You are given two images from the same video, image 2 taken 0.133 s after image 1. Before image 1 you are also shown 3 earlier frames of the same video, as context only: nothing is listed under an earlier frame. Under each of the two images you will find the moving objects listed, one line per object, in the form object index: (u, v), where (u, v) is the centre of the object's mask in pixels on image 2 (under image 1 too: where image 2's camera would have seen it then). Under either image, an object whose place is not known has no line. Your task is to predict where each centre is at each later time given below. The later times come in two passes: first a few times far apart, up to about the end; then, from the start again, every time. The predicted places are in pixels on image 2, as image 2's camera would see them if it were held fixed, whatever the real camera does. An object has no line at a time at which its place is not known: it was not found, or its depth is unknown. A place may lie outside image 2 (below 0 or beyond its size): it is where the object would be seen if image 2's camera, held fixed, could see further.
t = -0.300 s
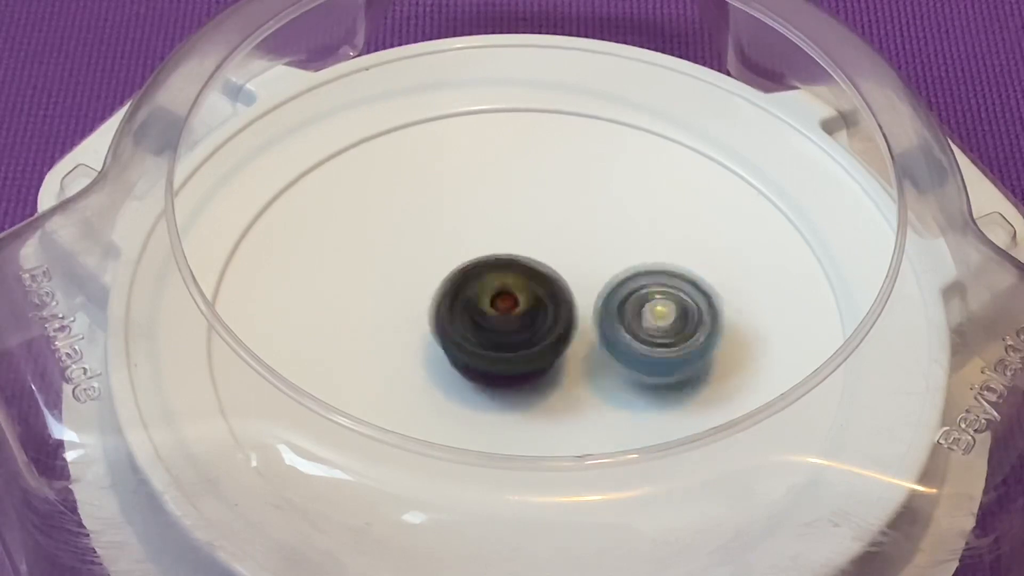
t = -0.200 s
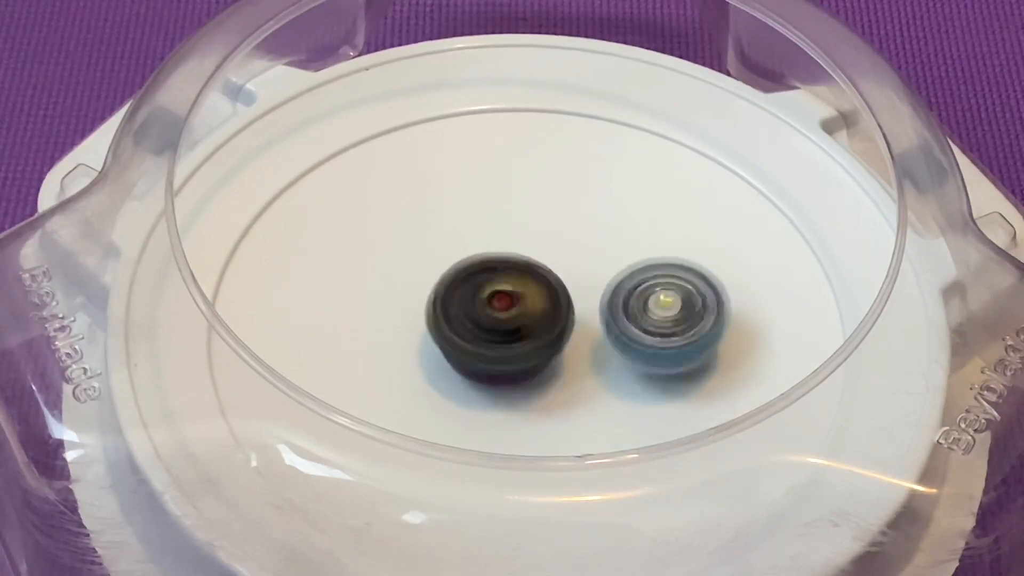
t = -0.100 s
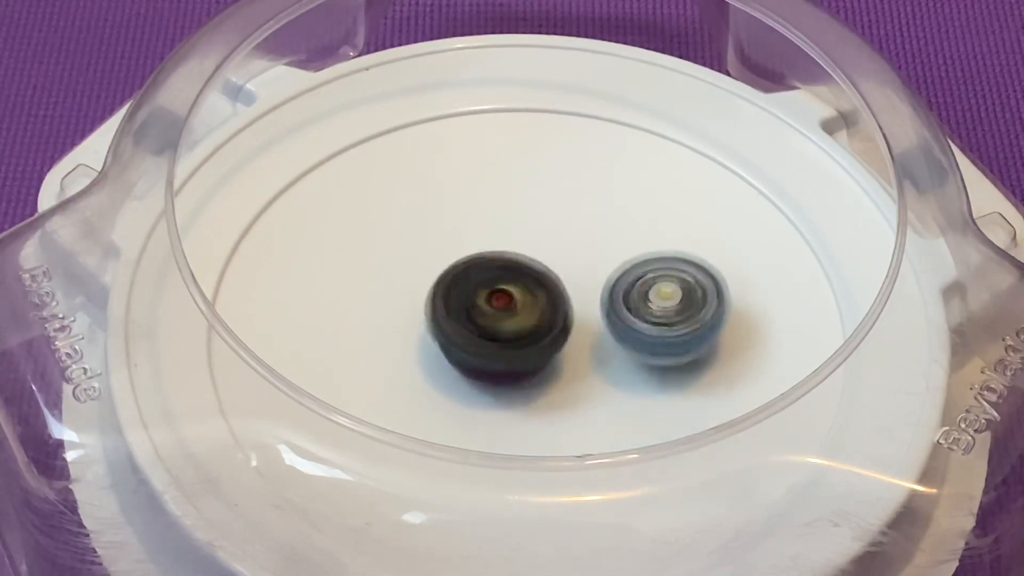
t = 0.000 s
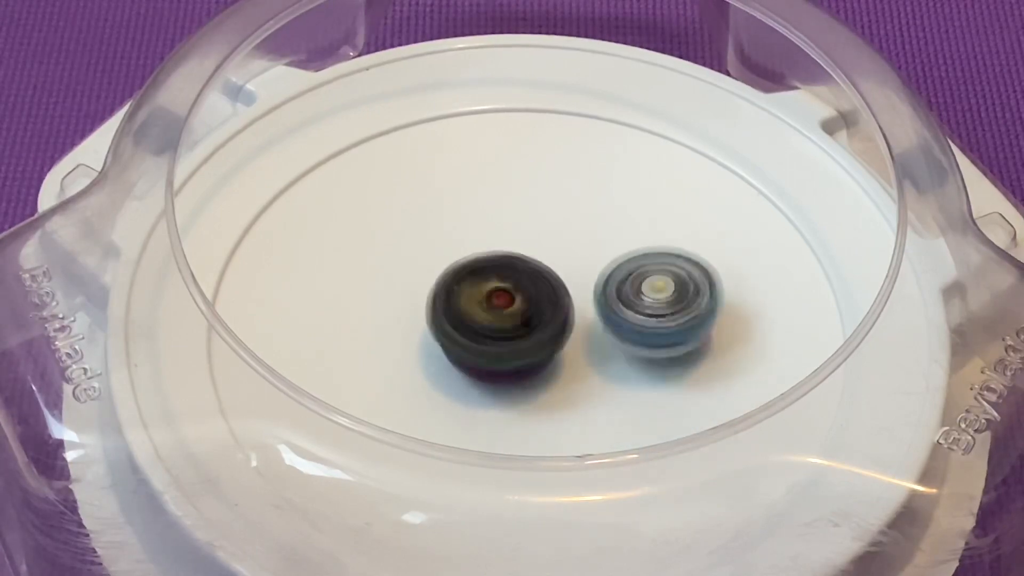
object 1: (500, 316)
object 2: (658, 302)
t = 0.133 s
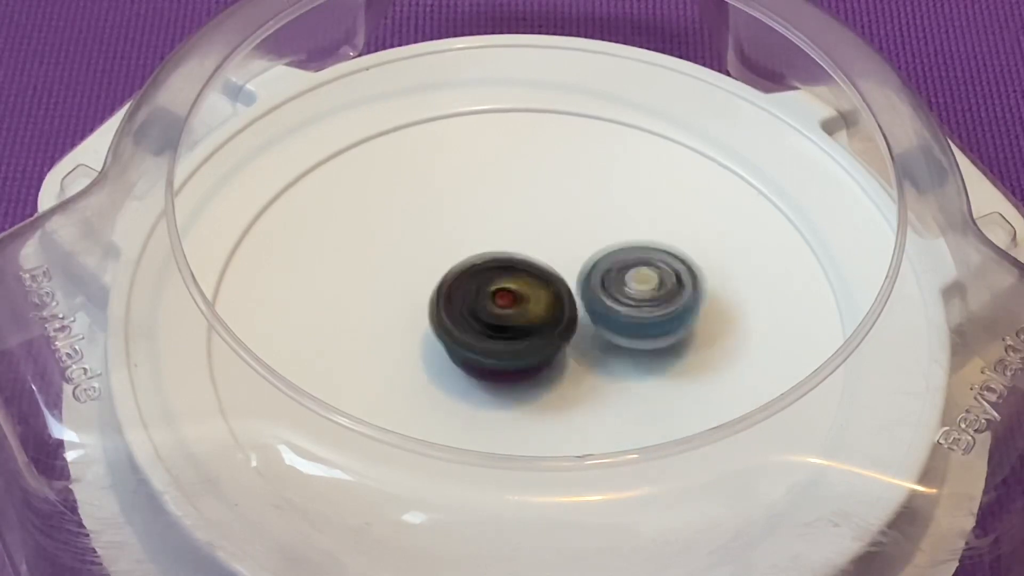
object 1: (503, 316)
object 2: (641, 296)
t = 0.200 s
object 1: (498, 318)
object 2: (646, 289)
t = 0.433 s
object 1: (504, 323)
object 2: (622, 269)
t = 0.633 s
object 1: (507, 329)
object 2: (611, 252)
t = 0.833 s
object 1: (511, 336)
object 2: (603, 236)
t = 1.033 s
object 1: (522, 337)
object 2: (588, 236)
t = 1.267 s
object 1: (525, 349)
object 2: (571, 219)
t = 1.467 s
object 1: (529, 347)
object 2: (546, 223)
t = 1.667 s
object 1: (528, 342)
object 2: (517, 229)
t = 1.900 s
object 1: (527, 343)
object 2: (497, 226)
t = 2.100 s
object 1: (526, 343)
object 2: (487, 232)
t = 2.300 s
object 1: (532, 349)
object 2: (480, 240)
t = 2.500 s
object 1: (538, 349)
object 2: (465, 252)
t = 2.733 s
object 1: (546, 343)
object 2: (449, 256)
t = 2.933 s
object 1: (555, 339)
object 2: (438, 259)
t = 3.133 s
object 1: (553, 333)
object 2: (434, 267)
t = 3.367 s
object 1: (560, 333)
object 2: (410, 269)
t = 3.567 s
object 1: (552, 332)
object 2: (414, 290)
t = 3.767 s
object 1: (555, 334)
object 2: (396, 299)
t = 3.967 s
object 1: (555, 334)
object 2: (396, 311)
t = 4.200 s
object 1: (553, 334)
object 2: (404, 327)
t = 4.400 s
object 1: (556, 331)
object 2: (400, 332)
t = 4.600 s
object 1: (553, 326)
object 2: (410, 336)
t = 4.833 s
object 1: (553, 321)
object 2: (413, 345)
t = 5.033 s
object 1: (552, 313)
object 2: (408, 349)
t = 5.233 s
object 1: (550, 311)
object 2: (420, 350)
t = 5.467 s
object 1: (552, 305)
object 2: (419, 358)
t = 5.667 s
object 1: (549, 310)
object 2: (436, 371)
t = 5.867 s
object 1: (550, 306)
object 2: (441, 380)
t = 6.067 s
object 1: (550, 302)
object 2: (448, 382)
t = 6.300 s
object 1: (547, 299)
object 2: (455, 386)
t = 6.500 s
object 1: (551, 299)
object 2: (465, 386)
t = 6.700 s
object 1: (553, 298)
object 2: (467, 387)
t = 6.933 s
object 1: (552, 294)
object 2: (472, 388)
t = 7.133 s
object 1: (552, 294)
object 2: (478, 392)
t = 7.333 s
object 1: (548, 296)
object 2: (481, 397)
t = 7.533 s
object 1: (548, 295)
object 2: (497, 396)
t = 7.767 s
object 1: (549, 293)
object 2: (505, 396)
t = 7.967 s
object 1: (543, 291)
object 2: (501, 414)
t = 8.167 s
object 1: (552, 297)
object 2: (512, 406)
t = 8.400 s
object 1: (540, 280)
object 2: (521, 391)
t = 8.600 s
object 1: (533, 282)
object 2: (518, 396)
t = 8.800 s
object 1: (519, 287)
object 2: (501, 400)
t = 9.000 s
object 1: (522, 281)
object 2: (514, 385)
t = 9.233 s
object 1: (544, 271)
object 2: (530, 386)
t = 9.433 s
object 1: (554, 270)
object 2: (532, 377)
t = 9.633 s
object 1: (553, 273)
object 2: (511, 379)
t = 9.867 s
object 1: (531, 282)
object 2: (504, 391)
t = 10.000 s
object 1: (530, 282)
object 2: (510, 392)
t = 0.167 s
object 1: (498, 317)
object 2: (645, 291)
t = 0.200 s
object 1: (498, 318)
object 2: (646, 289)
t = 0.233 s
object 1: (498, 318)
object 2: (643, 286)
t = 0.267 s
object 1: (499, 319)
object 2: (637, 283)
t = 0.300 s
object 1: (499, 320)
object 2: (636, 279)
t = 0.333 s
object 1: (501, 321)
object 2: (633, 277)
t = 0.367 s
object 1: (501, 321)
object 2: (627, 274)
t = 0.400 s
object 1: (503, 322)
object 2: (623, 271)
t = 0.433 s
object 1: (504, 323)
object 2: (622, 269)
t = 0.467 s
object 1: (503, 323)
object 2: (621, 266)
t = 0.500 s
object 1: (503, 325)
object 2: (621, 263)
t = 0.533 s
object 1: (504, 326)
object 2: (618, 260)
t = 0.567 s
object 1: (504, 327)
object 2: (616, 257)
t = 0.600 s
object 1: (506, 328)
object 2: (614, 254)
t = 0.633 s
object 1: (507, 329)
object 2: (611, 252)
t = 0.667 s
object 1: (509, 329)
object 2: (609, 250)
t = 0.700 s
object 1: (510, 329)
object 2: (605, 248)
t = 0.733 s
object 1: (511, 330)
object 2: (603, 245)
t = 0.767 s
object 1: (509, 334)
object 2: (608, 241)
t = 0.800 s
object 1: (511, 335)
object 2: (606, 240)
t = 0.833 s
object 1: (511, 336)
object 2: (603, 236)
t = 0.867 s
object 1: (513, 337)
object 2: (603, 234)
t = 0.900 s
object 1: (515, 338)
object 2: (600, 234)
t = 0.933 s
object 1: (517, 337)
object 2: (597, 233)
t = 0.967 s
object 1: (518, 337)
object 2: (594, 233)
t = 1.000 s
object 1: (520, 337)
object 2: (591, 235)
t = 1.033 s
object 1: (522, 337)
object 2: (588, 236)
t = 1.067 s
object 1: (523, 337)
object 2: (583, 237)
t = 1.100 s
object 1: (525, 337)
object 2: (579, 236)
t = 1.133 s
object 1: (525, 344)
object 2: (582, 227)
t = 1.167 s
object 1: (525, 347)
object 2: (582, 221)
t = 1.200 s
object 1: (525, 349)
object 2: (582, 221)
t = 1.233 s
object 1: (526, 349)
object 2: (576, 220)
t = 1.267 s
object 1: (525, 349)
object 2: (571, 219)
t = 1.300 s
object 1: (526, 349)
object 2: (568, 218)
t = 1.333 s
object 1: (527, 349)
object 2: (564, 218)
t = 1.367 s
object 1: (528, 349)
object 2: (559, 219)
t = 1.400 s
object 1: (528, 349)
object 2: (555, 219)
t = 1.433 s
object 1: (529, 348)
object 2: (550, 221)
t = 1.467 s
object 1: (529, 347)
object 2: (546, 223)
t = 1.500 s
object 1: (529, 346)
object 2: (540, 224)
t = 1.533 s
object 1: (530, 345)
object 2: (536, 227)
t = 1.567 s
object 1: (529, 344)
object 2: (531, 227)
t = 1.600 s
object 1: (530, 342)
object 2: (525, 230)
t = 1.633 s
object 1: (528, 341)
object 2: (520, 231)
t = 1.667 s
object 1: (528, 342)
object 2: (517, 229)
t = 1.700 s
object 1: (529, 340)
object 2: (513, 230)
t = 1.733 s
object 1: (528, 341)
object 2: (511, 230)
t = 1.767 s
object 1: (528, 343)
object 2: (510, 228)
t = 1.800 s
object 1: (528, 342)
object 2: (507, 229)
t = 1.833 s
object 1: (527, 342)
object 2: (502, 228)
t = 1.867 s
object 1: (527, 343)
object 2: (499, 228)
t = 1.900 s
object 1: (527, 343)
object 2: (497, 226)
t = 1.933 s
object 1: (527, 343)
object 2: (494, 226)
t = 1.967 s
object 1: (526, 343)
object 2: (494, 225)
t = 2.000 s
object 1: (526, 343)
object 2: (491, 226)
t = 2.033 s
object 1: (526, 343)
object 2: (490, 227)
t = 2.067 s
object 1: (527, 343)
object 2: (489, 230)
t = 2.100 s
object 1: (526, 343)
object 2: (487, 232)
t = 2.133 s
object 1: (526, 343)
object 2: (487, 234)
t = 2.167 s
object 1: (529, 346)
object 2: (486, 233)
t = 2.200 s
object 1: (531, 348)
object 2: (488, 233)
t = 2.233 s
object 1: (531, 348)
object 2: (485, 235)
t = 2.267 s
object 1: (530, 348)
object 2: (481, 238)
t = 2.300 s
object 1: (532, 349)
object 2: (480, 240)
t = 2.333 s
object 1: (533, 349)
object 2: (477, 244)
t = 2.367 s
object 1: (534, 349)
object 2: (475, 246)
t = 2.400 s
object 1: (535, 351)
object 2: (473, 247)
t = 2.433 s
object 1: (537, 350)
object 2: (473, 248)
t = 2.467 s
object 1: (538, 350)
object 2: (469, 250)
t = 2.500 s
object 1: (538, 349)
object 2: (465, 252)
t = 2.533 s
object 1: (539, 348)
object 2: (465, 253)
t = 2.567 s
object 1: (542, 348)
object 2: (462, 252)
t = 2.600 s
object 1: (545, 348)
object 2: (460, 252)
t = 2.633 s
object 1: (545, 348)
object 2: (457, 254)
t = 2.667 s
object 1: (544, 347)
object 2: (452, 255)
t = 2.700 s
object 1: (545, 345)
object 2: (449, 255)
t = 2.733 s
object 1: (546, 343)
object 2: (449, 256)
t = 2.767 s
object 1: (545, 341)
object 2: (447, 259)
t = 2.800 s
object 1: (546, 340)
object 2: (443, 259)
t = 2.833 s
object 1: (547, 339)
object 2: (443, 260)
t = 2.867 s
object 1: (550, 339)
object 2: (440, 260)
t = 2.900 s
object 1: (554, 340)
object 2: (438, 258)
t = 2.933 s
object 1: (555, 339)
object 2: (438, 259)
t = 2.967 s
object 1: (555, 338)
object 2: (435, 260)
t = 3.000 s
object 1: (555, 338)
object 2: (432, 260)
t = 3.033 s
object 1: (556, 337)
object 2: (432, 260)
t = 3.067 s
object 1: (555, 336)
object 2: (433, 262)
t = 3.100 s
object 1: (554, 334)
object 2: (433, 264)
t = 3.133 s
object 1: (553, 333)
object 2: (434, 267)
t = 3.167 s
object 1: (551, 332)
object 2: (435, 271)
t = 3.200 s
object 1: (558, 335)
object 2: (427, 266)
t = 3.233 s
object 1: (561, 334)
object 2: (418, 263)
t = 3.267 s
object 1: (560, 335)
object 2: (417, 262)
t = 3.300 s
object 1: (560, 335)
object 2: (417, 264)
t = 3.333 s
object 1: (560, 334)
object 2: (413, 269)
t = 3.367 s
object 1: (560, 333)
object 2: (410, 269)
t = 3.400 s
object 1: (559, 333)
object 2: (411, 270)
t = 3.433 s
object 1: (557, 333)
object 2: (412, 274)
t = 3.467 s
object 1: (556, 333)
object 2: (411, 279)
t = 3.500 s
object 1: (556, 332)
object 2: (411, 282)
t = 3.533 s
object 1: (554, 331)
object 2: (412, 286)
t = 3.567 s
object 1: (552, 332)
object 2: (414, 290)
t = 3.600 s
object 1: (551, 332)
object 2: (414, 295)
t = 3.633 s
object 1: (550, 333)
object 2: (415, 299)
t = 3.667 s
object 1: (556, 333)
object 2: (403, 298)
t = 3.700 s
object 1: (557, 333)
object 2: (395, 298)
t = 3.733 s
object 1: (556, 333)
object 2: (394, 298)
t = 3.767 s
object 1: (555, 334)
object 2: (396, 299)
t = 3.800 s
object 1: (556, 335)
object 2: (398, 302)
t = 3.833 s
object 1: (557, 334)
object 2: (397, 305)
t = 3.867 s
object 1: (557, 333)
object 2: (395, 307)
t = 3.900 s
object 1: (555, 333)
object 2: (393, 308)
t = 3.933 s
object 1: (555, 334)
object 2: (394, 310)
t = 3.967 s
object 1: (555, 334)
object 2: (396, 311)
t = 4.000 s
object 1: (555, 333)
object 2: (397, 314)
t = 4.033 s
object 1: (553, 333)
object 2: (399, 316)
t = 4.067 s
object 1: (552, 334)
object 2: (403, 319)
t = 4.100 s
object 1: (550, 334)
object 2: (406, 322)
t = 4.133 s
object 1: (550, 335)
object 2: (407, 325)
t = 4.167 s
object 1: (549, 334)
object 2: (409, 328)
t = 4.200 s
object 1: (553, 334)
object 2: (404, 327)
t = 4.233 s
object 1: (556, 333)
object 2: (398, 326)
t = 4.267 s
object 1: (555, 332)
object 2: (396, 326)
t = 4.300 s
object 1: (555, 332)
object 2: (399, 328)
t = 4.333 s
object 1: (555, 333)
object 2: (401, 329)
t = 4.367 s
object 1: (556, 332)
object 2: (402, 331)
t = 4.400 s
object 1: (556, 331)
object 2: (400, 332)
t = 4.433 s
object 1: (555, 330)
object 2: (402, 332)
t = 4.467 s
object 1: (553, 330)
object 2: (404, 332)
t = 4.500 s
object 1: (553, 329)
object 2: (409, 334)
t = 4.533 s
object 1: (552, 328)
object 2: (410, 335)
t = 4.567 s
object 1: (554, 327)
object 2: (408, 336)
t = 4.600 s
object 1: (553, 326)
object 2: (410, 336)
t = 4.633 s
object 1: (554, 325)
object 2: (408, 337)
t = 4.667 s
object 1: (556, 323)
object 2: (406, 338)
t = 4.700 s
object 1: (555, 323)
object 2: (408, 338)
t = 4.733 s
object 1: (552, 322)
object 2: (411, 341)
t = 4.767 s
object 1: (554, 322)
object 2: (410, 344)
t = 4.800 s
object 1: (554, 322)
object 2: (410, 345)
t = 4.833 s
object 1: (553, 321)
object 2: (413, 345)
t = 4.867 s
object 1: (553, 319)
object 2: (411, 347)
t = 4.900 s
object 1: (552, 318)
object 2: (411, 347)
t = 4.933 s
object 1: (550, 317)
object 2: (414, 348)
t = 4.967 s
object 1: (554, 315)
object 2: (409, 351)
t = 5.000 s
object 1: (554, 314)
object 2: (405, 350)
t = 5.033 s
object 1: (552, 313)
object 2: (408, 349)
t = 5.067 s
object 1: (552, 314)
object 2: (414, 350)
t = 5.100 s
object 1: (552, 313)
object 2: (418, 352)
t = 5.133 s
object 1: (552, 312)
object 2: (420, 353)
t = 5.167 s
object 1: (550, 311)
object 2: (421, 352)
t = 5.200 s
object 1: (549, 311)
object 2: (419, 352)
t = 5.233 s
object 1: (550, 311)
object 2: (420, 350)
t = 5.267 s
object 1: (554, 308)
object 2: (413, 353)
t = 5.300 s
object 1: (553, 306)
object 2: (412, 353)
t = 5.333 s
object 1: (550, 306)
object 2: (415, 353)
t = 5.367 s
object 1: (550, 306)
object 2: (417, 356)
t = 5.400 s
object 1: (552, 307)
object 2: (417, 358)
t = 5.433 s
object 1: (553, 306)
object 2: (417, 359)
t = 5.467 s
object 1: (552, 305)
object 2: (419, 358)
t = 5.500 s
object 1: (549, 305)
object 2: (425, 361)
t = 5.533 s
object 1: (548, 307)
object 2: (429, 364)
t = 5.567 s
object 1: (549, 308)
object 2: (432, 366)
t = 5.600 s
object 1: (550, 309)
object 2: (434, 368)
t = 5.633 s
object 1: (550, 309)
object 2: (436, 368)
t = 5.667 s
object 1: (549, 310)
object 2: (436, 371)
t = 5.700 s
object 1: (549, 308)
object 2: (432, 374)
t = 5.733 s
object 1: (548, 309)
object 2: (434, 374)
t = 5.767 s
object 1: (549, 309)
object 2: (434, 377)
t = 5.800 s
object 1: (550, 308)
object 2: (434, 379)
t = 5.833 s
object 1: (550, 307)
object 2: (437, 379)
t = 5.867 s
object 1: (550, 306)
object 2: (441, 380)
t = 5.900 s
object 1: (551, 306)
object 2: (443, 382)
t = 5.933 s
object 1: (552, 306)
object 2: (444, 381)
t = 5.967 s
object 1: (553, 304)
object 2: (444, 380)
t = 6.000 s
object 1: (552, 304)
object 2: (446, 379)
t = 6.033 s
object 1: (550, 303)
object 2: (448, 381)
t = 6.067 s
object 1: (550, 302)
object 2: (448, 382)
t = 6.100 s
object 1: (552, 301)
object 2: (445, 383)
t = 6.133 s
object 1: (550, 300)
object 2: (448, 381)
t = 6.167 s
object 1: (550, 300)
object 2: (456, 380)
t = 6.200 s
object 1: (550, 301)
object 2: (455, 384)
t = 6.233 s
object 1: (550, 299)
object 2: (449, 386)
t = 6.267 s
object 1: (549, 295)
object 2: (450, 386)
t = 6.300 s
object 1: (547, 299)
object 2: (455, 386)
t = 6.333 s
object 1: (550, 300)
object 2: (458, 388)
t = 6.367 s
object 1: (552, 297)
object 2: (455, 389)
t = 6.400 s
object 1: (550, 294)
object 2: (450, 390)
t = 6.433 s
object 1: (547, 297)
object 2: (449, 390)
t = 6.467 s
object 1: (548, 298)
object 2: (457, 387)
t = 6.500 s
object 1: (551, 299)
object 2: (465, 386)
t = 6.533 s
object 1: (554, 298)
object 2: (467, 388)
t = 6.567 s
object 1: (552, 298)
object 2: (465, 387)
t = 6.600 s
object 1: (549, 296)
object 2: (466, 384)
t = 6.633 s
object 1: (550, 296)
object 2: (468, 386)
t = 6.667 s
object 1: (551, 298)
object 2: (469, 387)
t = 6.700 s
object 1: (553, 298)
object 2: (467, 387)
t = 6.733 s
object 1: (553, 298)
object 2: (466, 386)
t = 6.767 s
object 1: (554, 294)
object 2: (467, 386)
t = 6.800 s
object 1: (553, 295)
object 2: (464, 390)
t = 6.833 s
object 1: (549, 293)
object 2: (462, 389)
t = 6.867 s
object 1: (548, 294)
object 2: (466, 386)
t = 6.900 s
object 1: (550, 296)
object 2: (469, 386)
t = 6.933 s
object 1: (552, 294)
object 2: (472, 388)
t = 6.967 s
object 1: (552, 293)
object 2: (475, 389)
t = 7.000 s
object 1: (551, 293)
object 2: (475, 387)
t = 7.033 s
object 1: (549, 293)
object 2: (477, 386)
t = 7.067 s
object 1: (549, 293)
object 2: (480, 387)
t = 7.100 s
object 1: (553, 293)
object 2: (480, 389)
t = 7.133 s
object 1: (552, 294)
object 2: (478, 392)
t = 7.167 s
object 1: (550, 293)
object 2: (477, 391)
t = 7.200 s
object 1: (550, 294)
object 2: (480, 391)
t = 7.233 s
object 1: (549, 295)
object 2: (484, 393)
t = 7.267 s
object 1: (550, 294)
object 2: (484, 394)
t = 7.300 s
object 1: (550, 293)
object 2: (482, 396)
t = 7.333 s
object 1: (548, 296)
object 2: (481, 397)
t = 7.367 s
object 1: (548, 292)
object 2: (484, 393)
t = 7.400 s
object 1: (549, 291)
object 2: (485, 395)
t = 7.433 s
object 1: (547, 292)
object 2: (484, 395)
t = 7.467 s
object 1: (545, 293)
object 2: (487, 393)
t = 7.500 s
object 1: (545, 294)
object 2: (493, 394)
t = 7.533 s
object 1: (548, 295)
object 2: (497, 396)
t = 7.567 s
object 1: (550, 294)
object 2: (496, 395)
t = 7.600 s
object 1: (552, 295)
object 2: (497, 395)
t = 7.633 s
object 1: (550, 291)
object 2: (498, 394)
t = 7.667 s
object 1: (552, 295)
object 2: (501, 393)
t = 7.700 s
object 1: (552, 296)
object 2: (503, 394)
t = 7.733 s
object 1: (550, 293)
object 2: (506, 395)
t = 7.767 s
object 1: (549, 293)
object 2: (505, 396)
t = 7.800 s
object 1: (548, 295)
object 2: (505, 396)
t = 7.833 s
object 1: (547, 293)
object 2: (506, 396)
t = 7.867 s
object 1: (549, 296)
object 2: (502, 401)
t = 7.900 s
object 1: (545, 292)
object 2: (504, 407)
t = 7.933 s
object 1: (544, 291)
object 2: (504, 412)
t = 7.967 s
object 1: (543, 291)
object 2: (501, 414)
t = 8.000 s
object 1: (542, 291)
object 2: (499, 415)
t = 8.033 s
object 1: (543, 293)
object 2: (500, 415)
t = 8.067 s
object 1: (547, 294)
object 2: (503, 412)
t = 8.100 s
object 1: (549, 293)
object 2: (507, 409)
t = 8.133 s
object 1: (552, 296)
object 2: (509, 410)
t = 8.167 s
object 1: (552, 297)
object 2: (512, 406)
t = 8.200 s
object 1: (554, 296)
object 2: (513, 401)
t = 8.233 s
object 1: (553, 294)
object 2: (512, 399)
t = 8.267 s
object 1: (551, 289)
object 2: (514, 396)
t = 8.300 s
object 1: (548, 289)
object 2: (516, 392)
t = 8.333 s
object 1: (545, 286)
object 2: (517, 391)
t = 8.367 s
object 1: (542, 283)
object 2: (520, 390)
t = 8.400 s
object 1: (540, 280)
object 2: (521, 391)
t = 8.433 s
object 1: (538, 281)
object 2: (520, 394)
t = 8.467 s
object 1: (535, 279)
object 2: (522, 396)
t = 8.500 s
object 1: (534, 279)
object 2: (520, 398)
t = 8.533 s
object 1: (534, 279)
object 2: (521, 399)
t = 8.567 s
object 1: (532, 282)
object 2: (519, 399)
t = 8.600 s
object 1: (533, 282)
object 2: (518, 396)
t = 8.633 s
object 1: (529, 274)
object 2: (519, 405)
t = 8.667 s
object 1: (525, 270)
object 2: (515, 407)
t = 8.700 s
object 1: (520, 271)
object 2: (512, 409)
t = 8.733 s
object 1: (517, 275)
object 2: (508, 410)
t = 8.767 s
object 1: (519, 285)
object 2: (504, 404)
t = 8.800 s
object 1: (519, 287)
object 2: (501, 400)
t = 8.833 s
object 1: (518, 289)
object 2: (498, 399)
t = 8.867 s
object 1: (515, 285)
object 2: (497, 399)
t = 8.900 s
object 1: (516, 283)
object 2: (502, 397)
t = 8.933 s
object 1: (518, 283)
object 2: (507, 392)
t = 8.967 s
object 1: (521, 283)
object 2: (510, 389)
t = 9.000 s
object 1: (522, 281)
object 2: (514, 385)
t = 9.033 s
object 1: (526, 277)
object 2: (518, 381)
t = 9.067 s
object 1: (529, 276)
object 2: (520, 382)
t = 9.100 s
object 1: (534, 274)
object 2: (524, 382)
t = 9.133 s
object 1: (537, 274)
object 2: (528, 386)
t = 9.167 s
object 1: (541, 273)
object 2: (530, 388)
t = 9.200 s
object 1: (544, 271)
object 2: (530, 388)
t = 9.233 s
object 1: (544, 271)
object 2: (530, 386)
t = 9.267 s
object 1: (543, 272)
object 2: (530, 384)
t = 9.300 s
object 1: (543, 273)
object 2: (531, 382)
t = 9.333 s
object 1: (544, 272)
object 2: (530, 383)
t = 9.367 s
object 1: (547, 270)
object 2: (531, 383)
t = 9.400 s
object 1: (552, 273)
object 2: (529, 379)
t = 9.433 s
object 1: (554, 270)
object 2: (532, 377)
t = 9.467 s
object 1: (555, 270)
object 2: (532, 375)
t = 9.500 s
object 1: (553, 269)
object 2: (529, 376)
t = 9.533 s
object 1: (555, 270)
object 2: (524, 378)
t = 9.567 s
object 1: (556, 273)
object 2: (522, 376)
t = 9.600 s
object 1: (555, 274)
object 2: (518, 375)
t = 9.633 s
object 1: (553, 273)
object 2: (511, 379)
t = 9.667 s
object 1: (551, 275)
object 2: (507, 383)
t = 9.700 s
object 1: (549, 277)
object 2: (505, 389)
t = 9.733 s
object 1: (546, 278)
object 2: (502, 392)
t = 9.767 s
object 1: (543, 280)
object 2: (501, 394)
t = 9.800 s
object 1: (538, 281)
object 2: (502, 394)
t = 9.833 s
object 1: (533, 282)
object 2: (502, 393)
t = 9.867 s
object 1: (531, 282)
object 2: (504, 391)
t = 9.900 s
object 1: (529, 281)
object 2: (508, 392)
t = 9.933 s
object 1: (529, 282)
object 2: (510, 392)
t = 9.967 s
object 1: (530, 282)
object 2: (510, 392)
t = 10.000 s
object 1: (530, 282)
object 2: (510, 392)
